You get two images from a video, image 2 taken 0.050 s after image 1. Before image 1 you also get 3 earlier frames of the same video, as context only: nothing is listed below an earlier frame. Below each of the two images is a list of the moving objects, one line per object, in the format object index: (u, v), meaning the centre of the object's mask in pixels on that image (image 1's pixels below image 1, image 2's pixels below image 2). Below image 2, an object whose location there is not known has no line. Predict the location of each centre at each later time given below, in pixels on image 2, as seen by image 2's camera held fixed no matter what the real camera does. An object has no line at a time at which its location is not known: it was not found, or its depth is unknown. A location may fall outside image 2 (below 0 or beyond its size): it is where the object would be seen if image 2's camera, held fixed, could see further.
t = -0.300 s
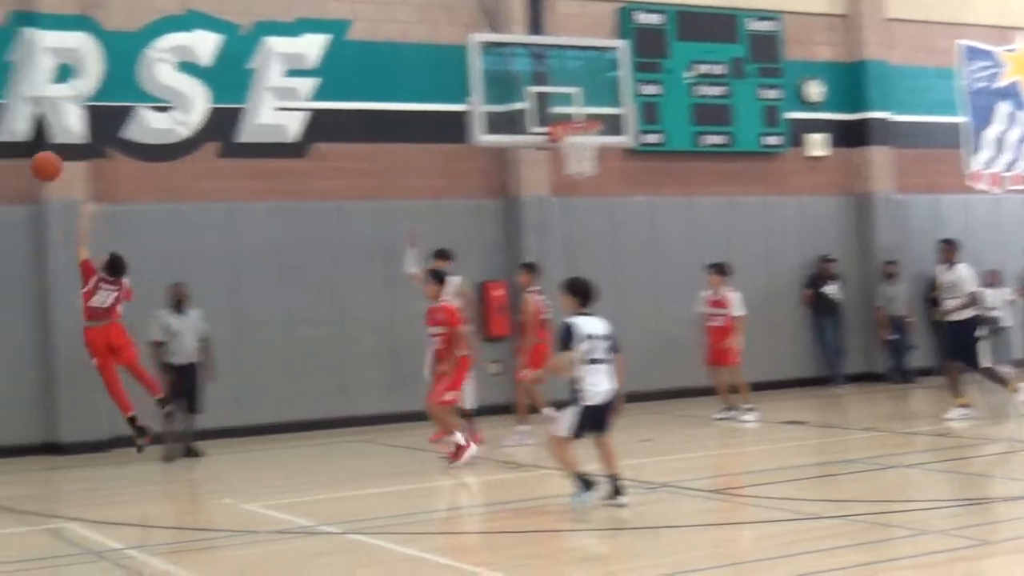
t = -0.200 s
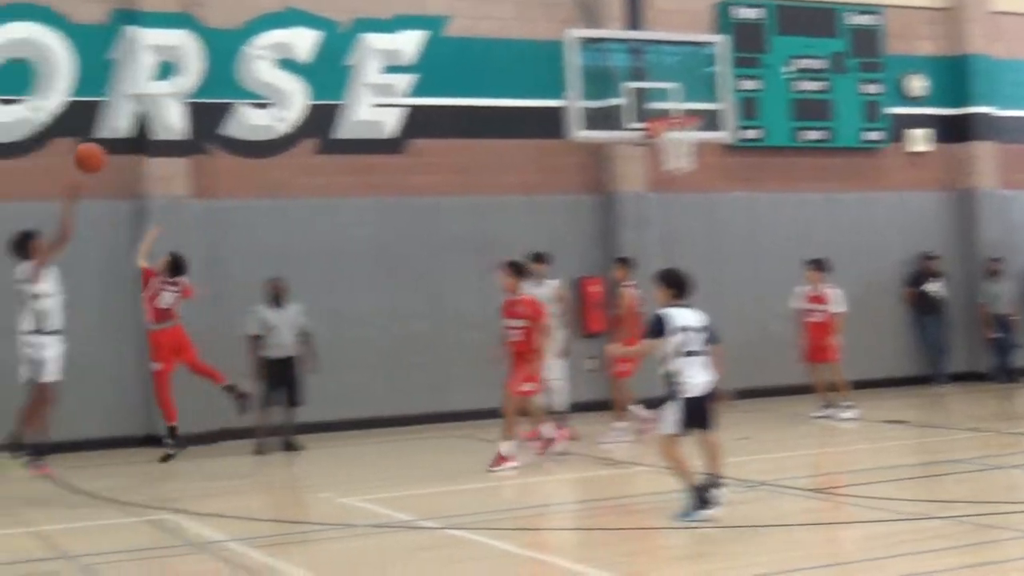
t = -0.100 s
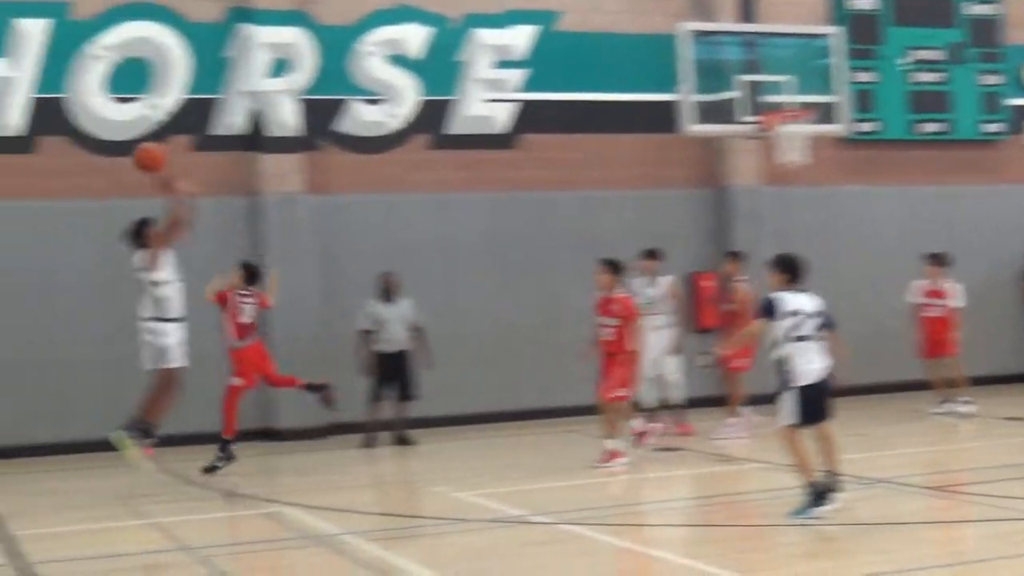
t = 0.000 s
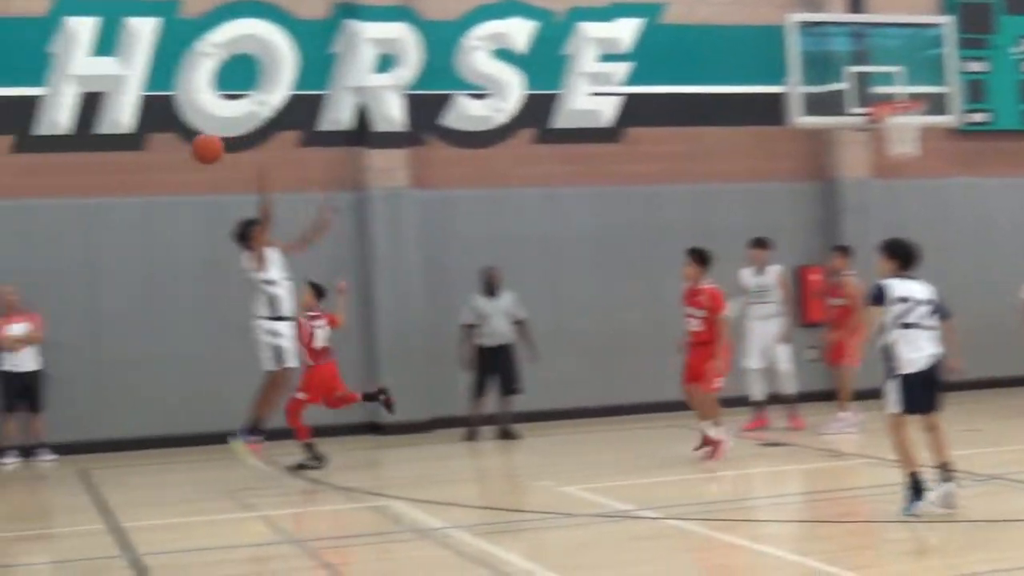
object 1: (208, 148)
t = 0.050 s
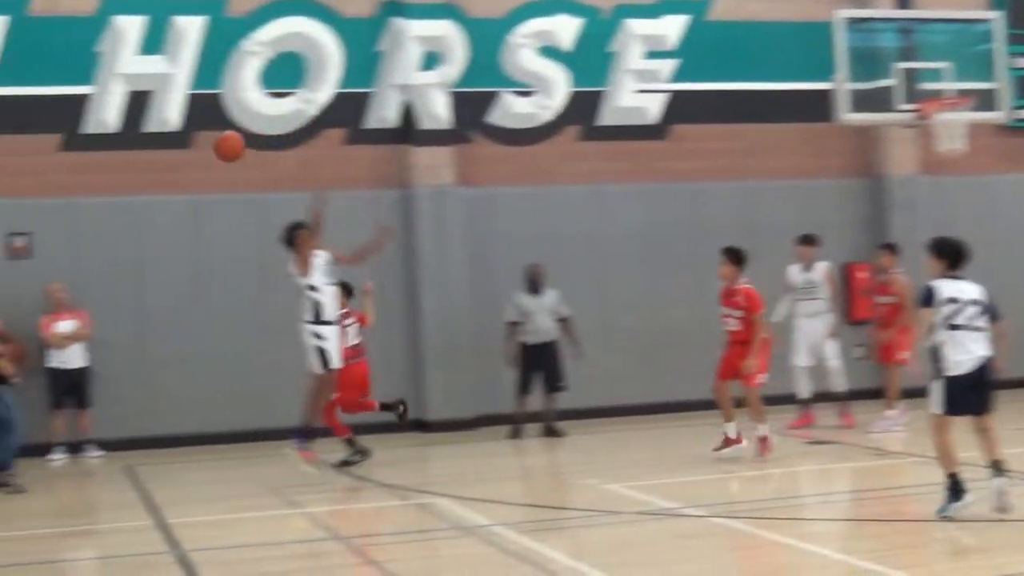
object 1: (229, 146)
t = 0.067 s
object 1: (219, 147)
